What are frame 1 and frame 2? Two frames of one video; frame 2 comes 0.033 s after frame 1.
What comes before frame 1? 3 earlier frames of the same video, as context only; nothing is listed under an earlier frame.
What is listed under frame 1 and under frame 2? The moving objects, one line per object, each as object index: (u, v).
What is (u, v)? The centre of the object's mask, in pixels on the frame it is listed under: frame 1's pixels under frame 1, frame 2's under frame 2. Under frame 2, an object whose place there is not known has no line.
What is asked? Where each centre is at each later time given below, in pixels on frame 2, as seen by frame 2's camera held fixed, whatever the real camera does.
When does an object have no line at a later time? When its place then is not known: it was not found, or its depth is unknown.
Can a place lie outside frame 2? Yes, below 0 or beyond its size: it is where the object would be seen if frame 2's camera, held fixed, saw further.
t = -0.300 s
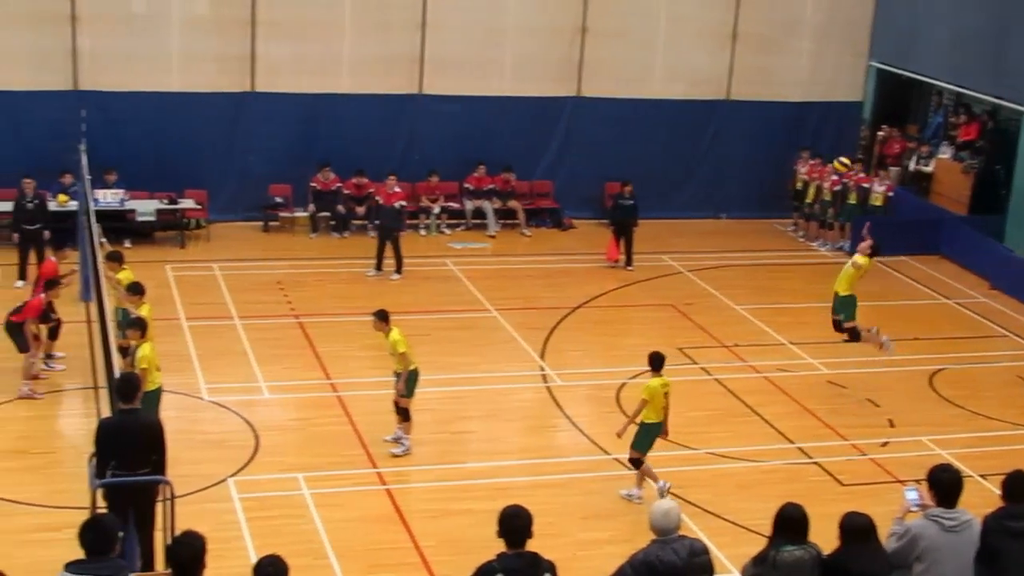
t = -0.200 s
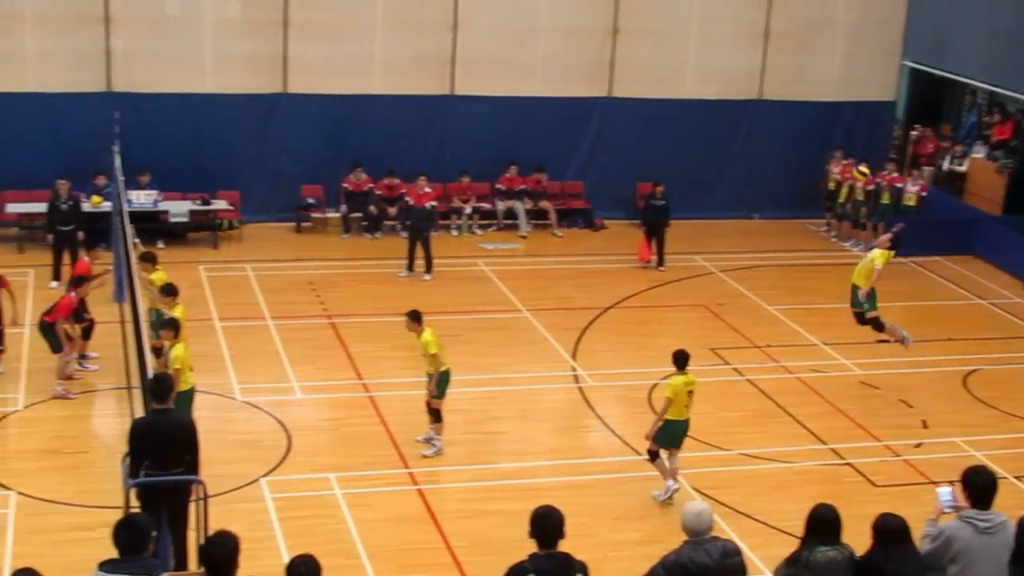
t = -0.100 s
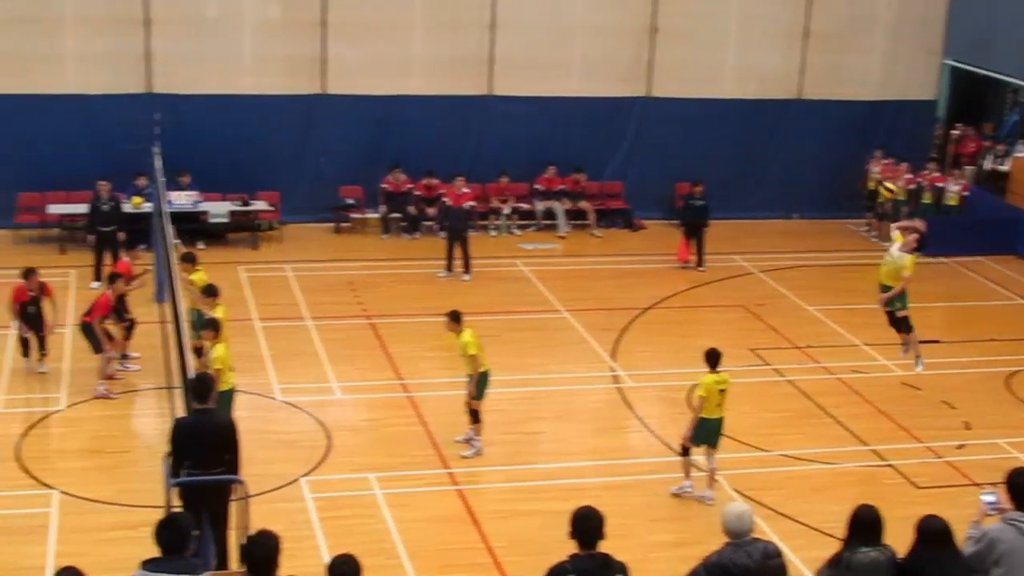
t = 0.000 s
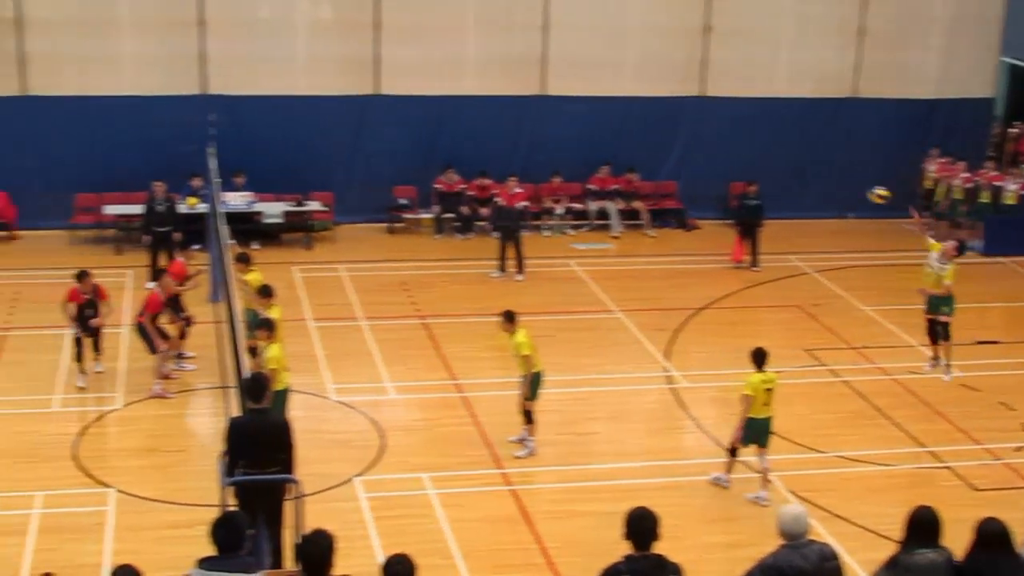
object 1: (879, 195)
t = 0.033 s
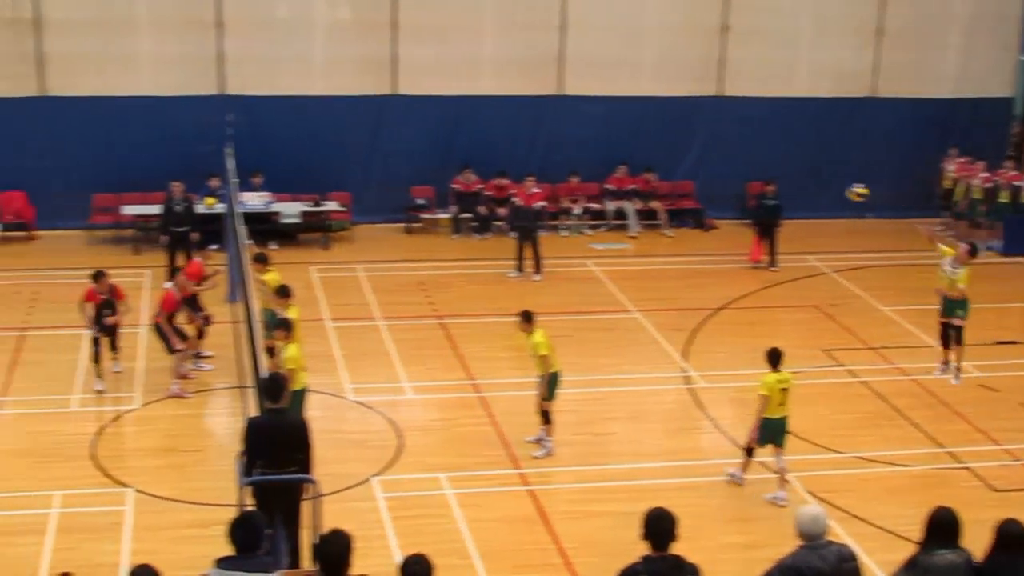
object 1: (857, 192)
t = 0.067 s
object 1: (818, 192)
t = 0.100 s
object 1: (779, 190)
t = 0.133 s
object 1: (737, 190)
